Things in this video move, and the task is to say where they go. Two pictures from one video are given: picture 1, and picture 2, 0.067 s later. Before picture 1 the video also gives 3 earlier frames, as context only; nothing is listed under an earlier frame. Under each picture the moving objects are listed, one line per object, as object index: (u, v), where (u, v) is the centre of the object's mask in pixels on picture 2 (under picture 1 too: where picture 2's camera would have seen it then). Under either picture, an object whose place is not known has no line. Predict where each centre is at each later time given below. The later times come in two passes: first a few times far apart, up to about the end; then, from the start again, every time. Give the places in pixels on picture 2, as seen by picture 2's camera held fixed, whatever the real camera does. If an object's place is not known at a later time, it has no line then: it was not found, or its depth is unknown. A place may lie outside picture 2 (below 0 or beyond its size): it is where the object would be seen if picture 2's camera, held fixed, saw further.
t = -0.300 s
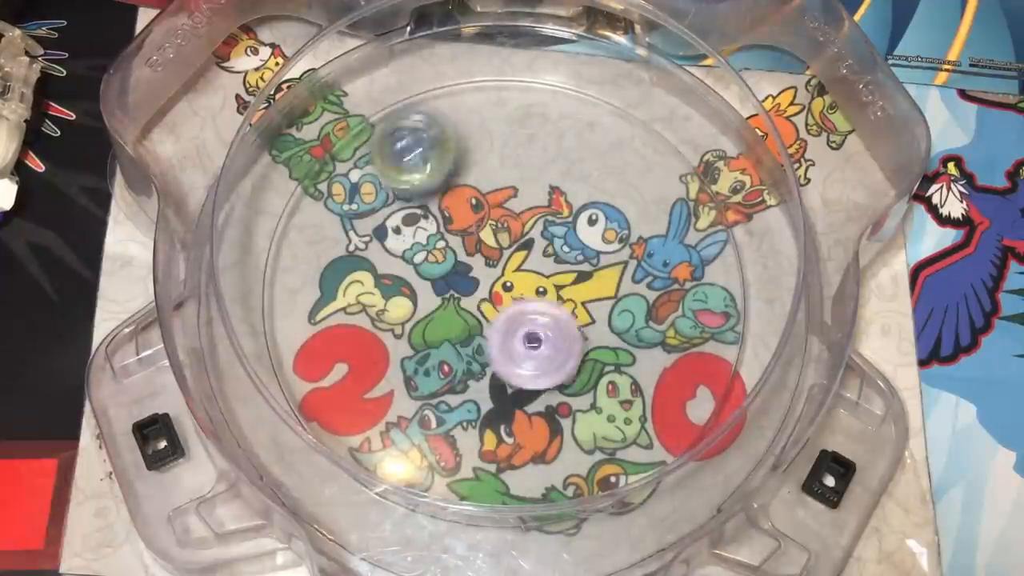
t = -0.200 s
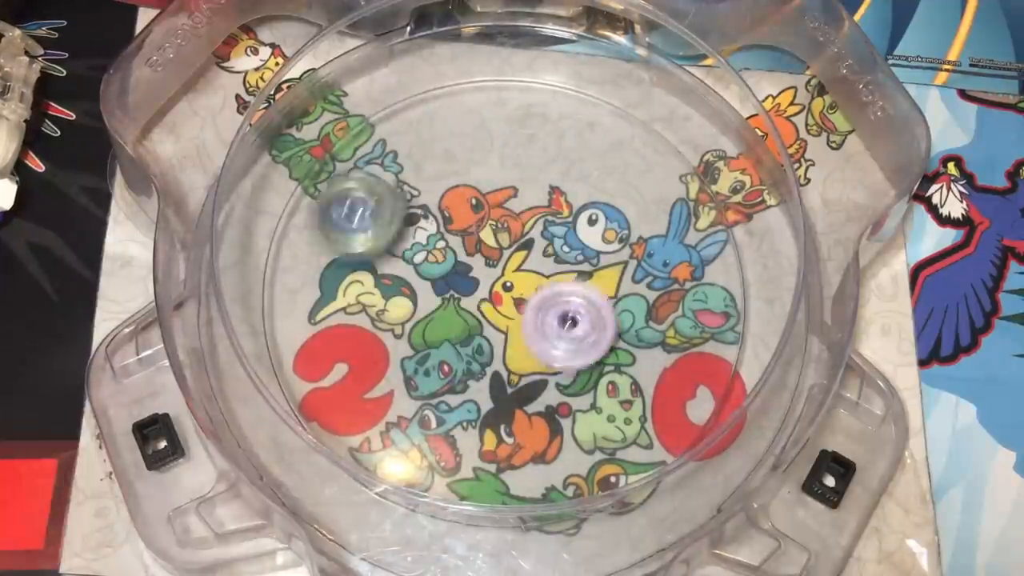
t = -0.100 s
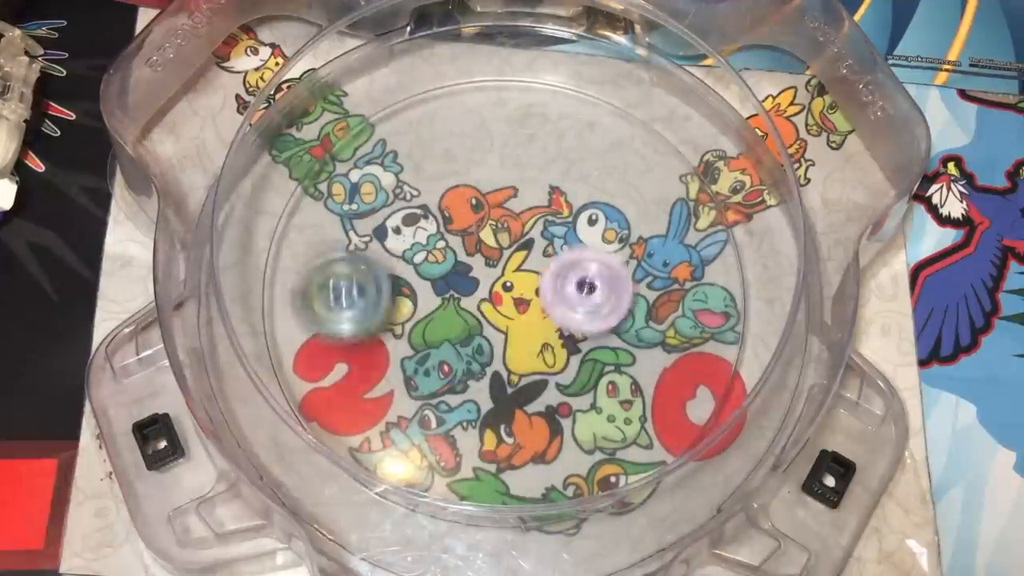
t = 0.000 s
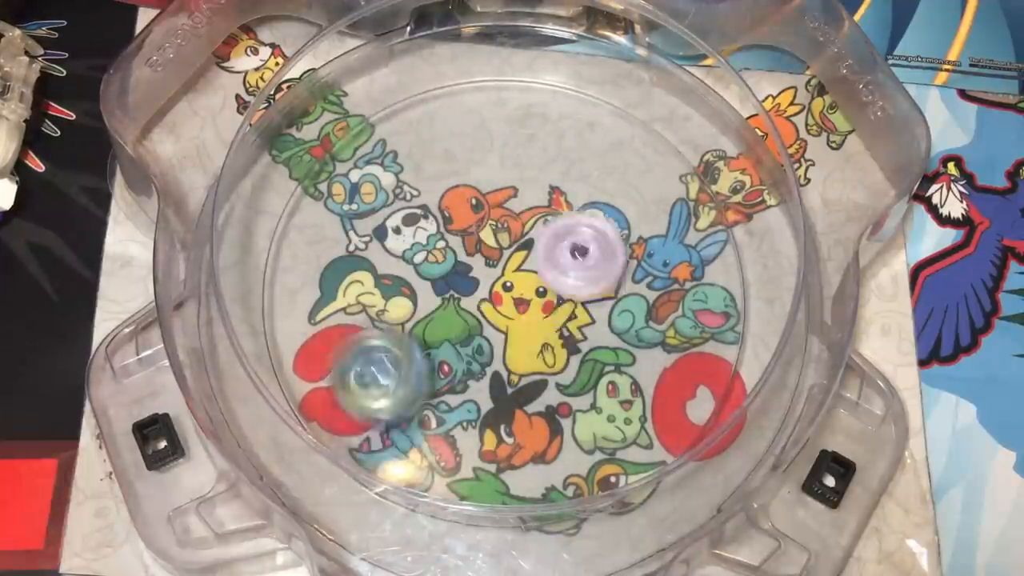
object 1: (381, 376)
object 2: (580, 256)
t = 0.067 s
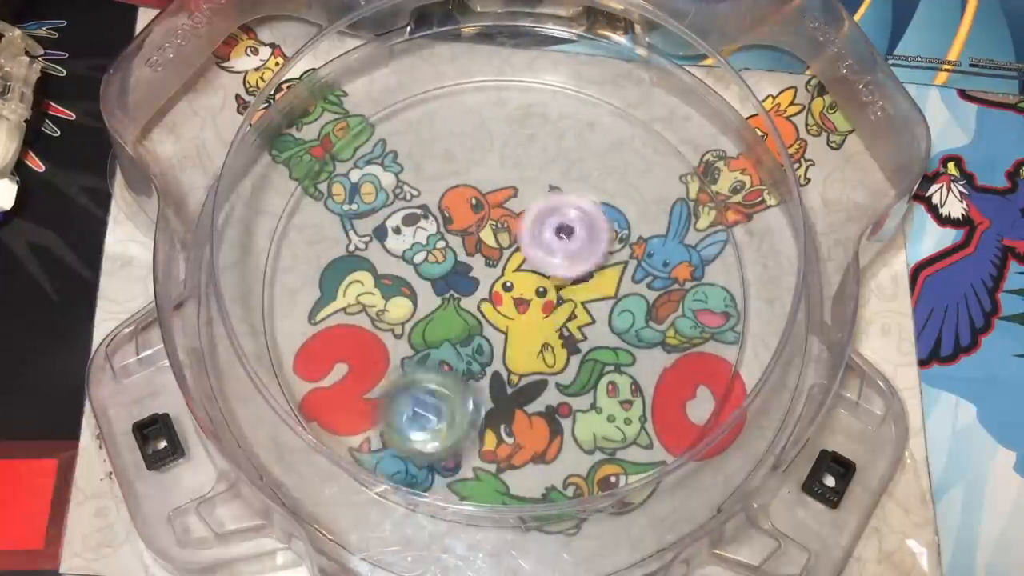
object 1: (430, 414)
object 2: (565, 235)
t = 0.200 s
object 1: (547, 433)
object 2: (516, 218)
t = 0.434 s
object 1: (673, 301)
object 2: (444, 260)
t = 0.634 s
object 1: (604, 165)
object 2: (458, 328)
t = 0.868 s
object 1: (427, 160)
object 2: (546, 336)
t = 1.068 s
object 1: (353, 291)
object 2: (579, 272)
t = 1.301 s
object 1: (485, 420)
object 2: (521, 217)
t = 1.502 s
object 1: (632, 361)
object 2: (458, 241)
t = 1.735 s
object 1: (627, 199)
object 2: (458, 318)
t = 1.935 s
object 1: (496, 148)
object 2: (529, 343)
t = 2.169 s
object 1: (373, 256)
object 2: (579, 287)
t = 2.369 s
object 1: (433, 387)
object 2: (544, 229)
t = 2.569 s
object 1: (583, 397)
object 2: (476, 229)
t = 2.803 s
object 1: (643, 257)
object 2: (446, 294)
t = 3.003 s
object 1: (547, 162)
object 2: (497, 338)
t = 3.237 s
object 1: (402, 211)
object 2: (568, 307)
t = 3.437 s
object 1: (397, 341)
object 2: (563, 248)
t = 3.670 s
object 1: (548, 398)
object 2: (493, 227)
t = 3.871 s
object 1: (635, 302)
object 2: (451, 269)
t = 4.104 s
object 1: (568, 178)
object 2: (482, 331)
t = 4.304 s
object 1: (442, 188)
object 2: (548, 326)
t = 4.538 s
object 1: (398, 320)
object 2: (564, 262)
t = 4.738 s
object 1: (506, 394)
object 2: (518, 226)
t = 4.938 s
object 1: (615, 333)
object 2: (465, 247)
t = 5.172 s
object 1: (591, 204)
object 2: (468, 313)
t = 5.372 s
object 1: (474, 180)
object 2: (525, 331)
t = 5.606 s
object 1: (400, 289)
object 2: (568, 283)
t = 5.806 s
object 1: (478, 378)
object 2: (536, 238)
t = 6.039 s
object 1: (608, 332)
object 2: (471, 247)
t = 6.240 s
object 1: (600, 230)
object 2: (459, 298)
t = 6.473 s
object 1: (481, 189)
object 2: (519, 330)
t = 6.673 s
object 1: (408, 271)
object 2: (563, 294)
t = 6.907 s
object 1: (477, 374)
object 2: (540, 238)
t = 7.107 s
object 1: (584, 345)
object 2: (483, 239)
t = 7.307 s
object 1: (603, 244)
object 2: (460, 286)
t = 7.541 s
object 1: (498, 187)
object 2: (503, 331)
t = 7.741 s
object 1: (418, 253)
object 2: (556, 309)
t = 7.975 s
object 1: (468, 363)
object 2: (548, 249)
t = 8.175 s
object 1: (570, 352)
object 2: (498, 234)
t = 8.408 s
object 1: (595, 244)
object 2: (459, 279)
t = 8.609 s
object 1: (510, 196)
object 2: (490, 322)
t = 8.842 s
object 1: (422, 262)
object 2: (551, 311)
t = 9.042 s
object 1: (457, 349)
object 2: (557, 262)
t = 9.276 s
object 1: (572, 342)
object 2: (504, 236)
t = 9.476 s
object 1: (594, 257)
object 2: (464, 268)
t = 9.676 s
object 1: (520, 201)
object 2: (477, 312)
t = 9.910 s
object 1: (432, 258)
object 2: (535, 318)
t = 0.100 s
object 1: (457, 426)
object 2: (554, 229)
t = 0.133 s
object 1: (484, 434)
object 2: (541, 223)
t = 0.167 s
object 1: (519, 439)
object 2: (530, 220)
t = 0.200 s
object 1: (547, 433)
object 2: (516, 218)
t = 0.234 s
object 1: (577, 426)
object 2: (503, 219)
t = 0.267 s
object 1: (605, 411)
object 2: (491, 221)
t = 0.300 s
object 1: (630, 394)
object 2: (479, 225)
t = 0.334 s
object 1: (646, 374)
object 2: (468, 232)
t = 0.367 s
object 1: (658, 351)
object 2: (459, 240)
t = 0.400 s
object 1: (668, 325)
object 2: (451, 249)
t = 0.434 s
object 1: (673, 301)
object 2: (444, 260)
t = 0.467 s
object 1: (673, 273)
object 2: (441, 271)
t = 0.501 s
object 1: (666, 248)
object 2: (439, 283)
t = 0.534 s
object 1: (656, 223)
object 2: (441, 296)
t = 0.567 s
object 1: (641, 199)
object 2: (445, 308)
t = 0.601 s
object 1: (627, 182)
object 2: (451, 317)
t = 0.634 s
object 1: (604, 165)
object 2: (458, 328)
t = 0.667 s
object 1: (582, 155)
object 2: (469, 336)
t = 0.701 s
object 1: (553, 145)
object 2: (482, 342)
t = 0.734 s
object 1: (529, 140)
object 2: (496, 346)
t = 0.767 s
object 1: (503, 139)
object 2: (509, 346)
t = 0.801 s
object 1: (477, 143)
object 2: (521, 345)
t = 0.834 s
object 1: (450, 150)
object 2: (534, 342)
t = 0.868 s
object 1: (427, 160)
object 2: (546, 336)
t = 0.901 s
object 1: (405, 176)
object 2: (558, 327)
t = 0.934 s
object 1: (388, 195)
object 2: (566, 317)
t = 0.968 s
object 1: (372, 217)
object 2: (572, 307)
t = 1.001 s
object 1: (360, 242)
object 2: (577, 297)
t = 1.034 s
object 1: (353, 267)
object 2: (578, 284)
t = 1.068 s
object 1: (353, 291)
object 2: (579, 272)
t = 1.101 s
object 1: (361, 318)
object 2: (575, 260)
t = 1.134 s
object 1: (371, 344)
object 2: (569, 249)
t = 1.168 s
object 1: (388, 368)
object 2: (564, 240)
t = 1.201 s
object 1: (407, 385)
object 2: (556, 231)
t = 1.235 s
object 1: (431, 400)
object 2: (545, 224)
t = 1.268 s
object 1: (456, 414)
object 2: (534, 219)
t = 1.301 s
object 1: (485, 420)
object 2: (521, 217)
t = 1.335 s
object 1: (514, 421)
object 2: (510, 216)
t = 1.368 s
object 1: (542, 420)
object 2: (497, 216)
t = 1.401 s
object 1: (568, 413)
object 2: (485, 219)
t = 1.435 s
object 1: (594, 402)
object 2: (474, 225)
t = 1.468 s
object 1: (615, 380)
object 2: (466, 232)
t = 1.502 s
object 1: (632, 361)
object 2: (458, 241)
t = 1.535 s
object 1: (644, 340)
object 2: (451, 251)
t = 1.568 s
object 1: (653, 319)
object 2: (447, 261)
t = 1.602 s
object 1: (658, 293)
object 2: (445, 274)
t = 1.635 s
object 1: (658, 269)
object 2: (446, 286)
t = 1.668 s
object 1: (651, 244)
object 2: (448, 297)
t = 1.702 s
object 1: (642, 220)
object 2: (453, 307)
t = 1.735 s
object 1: (627, 199)
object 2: (458, 318)
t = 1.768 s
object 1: (612, 185)
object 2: (468, 328)
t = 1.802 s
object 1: (590, 169)
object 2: (479, 335)
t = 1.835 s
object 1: (571, 160)
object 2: (491, 340)
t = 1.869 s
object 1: (545, 152)
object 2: (502, 343)
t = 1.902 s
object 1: (522, 148)
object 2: (515, 345)
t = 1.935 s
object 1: (496, 148)
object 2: (529, 343)
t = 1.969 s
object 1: (472, 153)
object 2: (541, 339)
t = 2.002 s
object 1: (449, 162)
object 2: (551, 334)
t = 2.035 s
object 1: (427, 177)
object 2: (561, 327)
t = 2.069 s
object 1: (411, 188)
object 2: (569, 318)
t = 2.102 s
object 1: (394, 209)
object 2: (575, 308)
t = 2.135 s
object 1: (382, 234)
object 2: (577, 297)
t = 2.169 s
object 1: (373, 256)
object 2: (579, 287)
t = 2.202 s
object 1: (371, 282)
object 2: (579, 274)
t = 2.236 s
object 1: (375, 306)
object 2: (574, 262)
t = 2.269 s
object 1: (383, 327)
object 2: (569, 253)
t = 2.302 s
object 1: (394, 351)
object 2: (562, 245)
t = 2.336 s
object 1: (410, 370)
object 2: (555, 237)
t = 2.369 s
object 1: (433, 387)
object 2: (544, 229)
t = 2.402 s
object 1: (455, 401)
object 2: (533, 225)
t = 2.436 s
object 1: (478, 409)
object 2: (522, 223)
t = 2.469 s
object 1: (504, 414)
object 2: (511, 221)
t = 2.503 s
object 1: (533, 413)
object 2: (498, 221)
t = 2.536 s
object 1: (557, 408)
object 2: (486, 224)
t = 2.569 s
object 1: (583, 397)
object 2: (476, 229)
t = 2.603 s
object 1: (601, 383)
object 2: (467, 235)
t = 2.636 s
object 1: (620, 365)
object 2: (458, 241)
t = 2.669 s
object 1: (632, 344)
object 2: (451, 252)
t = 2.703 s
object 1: (642, 325)
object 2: (447, 262)
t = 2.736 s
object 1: (646, 303)
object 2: (445, 272)
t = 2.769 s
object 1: (647, 280)
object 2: (444, 282)
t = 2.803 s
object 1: (643, 257)
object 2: (446, 294)
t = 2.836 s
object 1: (633, 235)
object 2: (450, 306)
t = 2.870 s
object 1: (622, 213)
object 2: (458, 315)
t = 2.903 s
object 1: (609, 199)
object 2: (465, 322)
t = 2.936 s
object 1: (590, 184)
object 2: (474, 329)
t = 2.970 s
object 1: (568, 172)
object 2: (485, 335)
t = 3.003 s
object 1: (547, 162)
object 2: (497, 338)
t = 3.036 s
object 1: (524, 160)
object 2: (508, 339)
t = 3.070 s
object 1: (501, 159)
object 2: (521, 339)
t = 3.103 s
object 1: (478, 161)
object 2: (534, 336)
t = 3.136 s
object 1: (456, 167)
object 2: (544, 330)
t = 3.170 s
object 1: (437, 178)
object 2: (553, 325)
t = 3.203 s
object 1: (418, 193)
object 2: (562, 317)
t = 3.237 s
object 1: (402, 211)
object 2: (568, 307)
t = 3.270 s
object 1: (389, 233)
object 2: (572, 297)
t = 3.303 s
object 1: (382, 252)
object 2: (574, 288)
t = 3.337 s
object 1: (379, 277)
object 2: (575, 277)
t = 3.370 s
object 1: (380, 297)
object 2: (573, 266)
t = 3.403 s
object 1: (387, 318)
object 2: (568, 256)
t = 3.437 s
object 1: (397, 341)
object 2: (563, 248)
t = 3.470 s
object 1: (414, 360)
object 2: (558, 239)
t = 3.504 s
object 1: (431, 376)
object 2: (548, 232)
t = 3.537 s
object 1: (452, 389)
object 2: (538, 228)
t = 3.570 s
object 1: (475, 397)
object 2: (528, 225)
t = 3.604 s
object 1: (501, 400)
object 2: (517, 223)
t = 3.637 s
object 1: (524, 401)
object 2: (505, 224)
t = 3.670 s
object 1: (548, 398)
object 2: (493, 227)
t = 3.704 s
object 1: (572, 388)
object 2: (484, 230)
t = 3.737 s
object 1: (593, 375)
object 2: (475, 235)
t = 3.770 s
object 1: (608, 360)
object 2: (466, 242)
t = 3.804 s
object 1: (623, 340)
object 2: (460, 252)
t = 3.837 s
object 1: (631, 323)
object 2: (455, 260)
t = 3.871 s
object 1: (635, 302)
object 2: (451, 269)
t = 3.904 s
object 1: (638, 281)
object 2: (450, 280)
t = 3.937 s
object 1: (635, 259)
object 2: (452, 291)
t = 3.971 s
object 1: (629, 239)
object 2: (454, 300)
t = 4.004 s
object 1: (618, 218)
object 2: (458, 310)
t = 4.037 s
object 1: (606, 202)
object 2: (466, 319)
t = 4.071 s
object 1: (589, 188)
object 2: (474, 326)
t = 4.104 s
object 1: (568, 178)
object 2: (482, 331)
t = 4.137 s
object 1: (549, 173)
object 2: (494, 336)
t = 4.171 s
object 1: (527, 170)
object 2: (506, 338)
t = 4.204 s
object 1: (504, 171)
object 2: (516, 338)
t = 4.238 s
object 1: (481, 172)
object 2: (528, 336)
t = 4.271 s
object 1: (460, 178)
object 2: (539, 332)
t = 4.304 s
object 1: (442, 188)
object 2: (548, 326)
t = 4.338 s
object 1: (425, 203)
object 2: (555, 320)
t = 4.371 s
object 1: (413, 217)
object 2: (563, 311)
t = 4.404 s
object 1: (402, 238)
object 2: (567, 300)
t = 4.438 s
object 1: (394, 259)
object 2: (569, 292)
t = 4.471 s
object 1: (392, 282)
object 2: (570, 282)
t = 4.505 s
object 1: (393, 302)
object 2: (568, 272)
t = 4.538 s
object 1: (398, 320)
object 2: (564, 262)
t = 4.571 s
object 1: (410, 345)
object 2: (560, 254)
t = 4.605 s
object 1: (425, 360)
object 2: (555, 246)
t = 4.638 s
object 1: (442, 372)
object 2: (546, 238)
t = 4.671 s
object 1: (459, 383)
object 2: (538, 233)
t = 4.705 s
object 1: (483, 392)
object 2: (529, 228)
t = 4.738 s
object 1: (506, 394)
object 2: (518, 226)
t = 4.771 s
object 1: (527, 394)
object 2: (506, 227)
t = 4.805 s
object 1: (552, 388)
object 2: (498, 228)
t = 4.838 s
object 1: (571, 379)
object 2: (488, 230)
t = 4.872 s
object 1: (586, 366)
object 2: (478, 234)
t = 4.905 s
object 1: (604, 351)
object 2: (472, 241)
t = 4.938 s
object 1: (615, 333)
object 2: (465, 247)
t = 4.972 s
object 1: (621, 315)
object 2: (459, 256)
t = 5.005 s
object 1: (625, 295)
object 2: (455, 267)
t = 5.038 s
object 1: (625, 275)
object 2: (454, 275)
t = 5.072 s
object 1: (621, 255)
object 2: (454, 284)
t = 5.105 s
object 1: (613, 234)
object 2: (457, 295)
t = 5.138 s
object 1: (604, 218)
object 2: (462, 303)
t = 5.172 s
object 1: (591, 204)
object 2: (468, 313)
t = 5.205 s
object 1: (572, 191)
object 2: (475, 320)
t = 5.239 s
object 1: (555, 183)
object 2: (485, 326)
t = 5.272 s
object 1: (536, 177)
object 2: (493, 329)
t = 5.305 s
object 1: (515, 177)
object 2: (505, 333)
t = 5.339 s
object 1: (496, 177)
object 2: (516, 333)
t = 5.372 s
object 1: (474, 180)
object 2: (525, 331)
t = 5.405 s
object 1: (456, 187)
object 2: (536, 329)
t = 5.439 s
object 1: (439, 198)
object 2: (547, 324)
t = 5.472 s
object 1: (423, 216)
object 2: (553, 317)
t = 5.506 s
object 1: (412, 234)
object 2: (560, 310)
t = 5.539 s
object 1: (403, 248)
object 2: (565, 300)
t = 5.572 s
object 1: (401, 271)
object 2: (567, 291)
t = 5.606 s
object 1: (400, 289)
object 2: (568, 283)
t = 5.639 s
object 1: (405, 308)
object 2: (567, 273)
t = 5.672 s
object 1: (413, 327)
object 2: (563, 264)
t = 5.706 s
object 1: (426, 347)
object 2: (558, 256)
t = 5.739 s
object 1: (442, 356)
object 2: (553, 247)
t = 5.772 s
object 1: (458, 373)
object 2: (544, 242)
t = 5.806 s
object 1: (478, 378)
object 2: (536, 238)
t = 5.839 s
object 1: (501, 382)
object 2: (527, 233)
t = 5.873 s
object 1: (521, 381)
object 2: (515, 232)
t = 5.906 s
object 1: (541, 381)
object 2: (505, 232)
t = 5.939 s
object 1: (562, 373)
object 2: (496, 233)
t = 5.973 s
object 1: (580, 364)
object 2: (486, 236)
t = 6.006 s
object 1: (596, 351)
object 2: (478, 242)
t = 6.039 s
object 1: (608, 332)
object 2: (471, 247)
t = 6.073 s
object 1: (615, 319)
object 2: (464, 255)
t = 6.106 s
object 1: (620, 299)
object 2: (459, 263)
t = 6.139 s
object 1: (619, 283)
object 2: (457, 271)
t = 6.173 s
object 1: (618, 261)
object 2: (455, 280)
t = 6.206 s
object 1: (611, 242)
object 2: (457, 290)
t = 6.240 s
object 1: (600, 230)
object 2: (459, 298)
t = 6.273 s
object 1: (587, 215)
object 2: (464, 308)
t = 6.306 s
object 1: (572, 200)
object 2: (471, 316)
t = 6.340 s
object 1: (554, 193)
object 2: (478, 320)
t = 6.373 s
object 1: (538, 189)
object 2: (488, 326)
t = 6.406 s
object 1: (517, 187)
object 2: (499, 330)
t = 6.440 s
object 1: (500, 185)
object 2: (508, 330)
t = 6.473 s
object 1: (481, 189)
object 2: (519, 330)
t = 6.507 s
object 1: (462, 195)
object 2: (530, 327)
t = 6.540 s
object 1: (446, 204)
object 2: (538, 323)
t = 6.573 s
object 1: (429, 219)
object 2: (547, 318)
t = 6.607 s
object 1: (417, 236)
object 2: (554, 310)
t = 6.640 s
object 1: (411, 250)
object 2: (558, 303)
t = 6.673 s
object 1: (408, 271)
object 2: (563, 294)
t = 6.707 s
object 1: (406, 288)
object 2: (565, 284)
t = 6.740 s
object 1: (409, 305)
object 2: (564, 276)
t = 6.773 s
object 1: (416, 324)
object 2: (563, 266)
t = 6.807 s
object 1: (428, 340)
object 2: (559, 257)
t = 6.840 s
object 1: (442, 354)
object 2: (553, 251)
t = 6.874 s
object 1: (458, 367)
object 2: (548, 243)
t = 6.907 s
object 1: (477, 374)
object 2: (540, 238)
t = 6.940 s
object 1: (498, 378)
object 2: (531, 235)
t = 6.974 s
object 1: (517, 377)
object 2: (521, 232)
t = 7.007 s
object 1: (536, 375)
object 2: (511, 231)
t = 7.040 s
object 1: (554, 368)
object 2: (502, 233)
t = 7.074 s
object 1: (573, 358)
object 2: (493, 235)
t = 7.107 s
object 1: (584, 345)
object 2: (483, 239)
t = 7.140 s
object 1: (597, 333)
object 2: (477, 244)
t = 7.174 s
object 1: (606, 315)
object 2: (469, 250)
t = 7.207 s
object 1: (610, 299)
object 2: (465, 259)
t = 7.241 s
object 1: (611, 280)
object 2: (461, 267)
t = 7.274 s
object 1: (608, 263)
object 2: (459, 276)
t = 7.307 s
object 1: (603, 244)
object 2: (460, 286)
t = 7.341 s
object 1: (594, 228)
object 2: (461, 294)
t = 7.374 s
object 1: (583, 217)
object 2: (465, 304)
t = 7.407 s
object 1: (568, 205)
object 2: (472, 311)
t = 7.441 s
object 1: (554, 195)
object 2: (477, 318)
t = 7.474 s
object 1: (537, 190)
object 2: (485, 324)
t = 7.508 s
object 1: (517, 187)
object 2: (495, 327)
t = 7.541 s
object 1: (498, 187)
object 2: (503, 331)
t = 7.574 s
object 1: (480, 192)
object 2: (515, 331)
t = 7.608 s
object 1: (462, 199)
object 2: (524, 328)
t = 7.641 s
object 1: (448, 210)
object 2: (533, 327)
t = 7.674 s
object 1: (436, 223)
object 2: (543, 322)
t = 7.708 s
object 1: (425, 238)
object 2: (549, 315)
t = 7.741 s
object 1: (418, 253)
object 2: (556, 309)
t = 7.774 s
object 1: (415, 272)
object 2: (560, 299)
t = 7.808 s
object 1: (416, 289)
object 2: (561, 291)
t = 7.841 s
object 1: (418, 307)
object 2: (563, 282)
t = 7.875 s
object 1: (427, 324)
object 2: (561, 273)
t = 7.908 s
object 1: (437, 338)
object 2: (559, 264)
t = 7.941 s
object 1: (449, 350)
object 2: (555, 256)
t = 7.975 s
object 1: (468, 363)
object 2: (548, 249)
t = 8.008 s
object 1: (484, 368)
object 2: (543, 243)
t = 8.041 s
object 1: (504, 374)
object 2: (534, 238)
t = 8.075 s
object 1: (523, 371)
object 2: (525, 237)
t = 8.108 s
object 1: (540, 368)
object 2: (516, 232)
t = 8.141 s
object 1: (557, 363)
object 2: (506, 232)
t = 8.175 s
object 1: (570, 352)
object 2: (498, 234)
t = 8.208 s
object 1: (586, 342)
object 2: (488, 237)
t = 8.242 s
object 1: (596, 325)
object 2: (480, 242)
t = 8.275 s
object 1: (601, 310)
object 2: (474, 247)
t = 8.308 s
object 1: (606, 295)
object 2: (467, 253)
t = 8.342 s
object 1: (605, 278)
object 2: (464, 262)
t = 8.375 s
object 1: (603, 261)
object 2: (461, 270)
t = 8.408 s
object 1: (595, 244)
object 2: (459, 279)
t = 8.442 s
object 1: (586, 231)
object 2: (461, 286)
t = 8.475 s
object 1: (572, 219)
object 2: (463, 295)
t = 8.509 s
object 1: (560, 209)
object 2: (468, 304)
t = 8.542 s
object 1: (544, 200)
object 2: (474, 310)
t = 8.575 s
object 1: (527, 196)
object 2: (481, 318)
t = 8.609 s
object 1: (510, 196)
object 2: (490, 322)
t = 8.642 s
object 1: (495, 196)
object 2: (497, 325)
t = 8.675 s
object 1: (476, 199)
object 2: (508, 327)
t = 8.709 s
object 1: (460, 207)
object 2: (517, 326)
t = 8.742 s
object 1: (447, 218)
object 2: (527, 325)
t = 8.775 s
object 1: (436, 232)
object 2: (537, 322)
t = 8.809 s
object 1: (427, 247)
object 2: (543, 318)
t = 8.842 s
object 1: (422, 262)
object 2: (551, 311)
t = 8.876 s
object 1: (418, 277)
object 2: (556, 303)
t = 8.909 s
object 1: (421, 295)
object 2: (560, 297)
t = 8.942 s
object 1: (425, 310)
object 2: (562, 288)
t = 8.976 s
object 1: (433, 326)
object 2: (561, 280)
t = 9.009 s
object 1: (444, 339)
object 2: (561, 270)
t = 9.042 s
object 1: (457, 349)
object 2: (557, 262)
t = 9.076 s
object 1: (472, 356)
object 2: (553, 256)
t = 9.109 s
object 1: (492, 364)
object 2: (546, 248)
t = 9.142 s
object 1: (510, 365)
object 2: (540, 245)
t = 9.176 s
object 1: (528, 364)
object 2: (531, 240)
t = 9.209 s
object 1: (543, 360)
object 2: (521, 237)
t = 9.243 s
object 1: (558, 352)
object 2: (514, 236)
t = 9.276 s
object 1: (572, 342)
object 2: (504, 236)
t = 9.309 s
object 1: (582, 331)
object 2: (495, 239)
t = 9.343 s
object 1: (595, 317)
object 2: (487, 242)
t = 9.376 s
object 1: (598, 302)
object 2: (479, 247)
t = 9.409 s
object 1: (600, 288)
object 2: (474, 252)
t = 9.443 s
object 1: (600, 270)
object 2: (468, 259)
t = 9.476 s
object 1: (594, 257)
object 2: (464, 268)
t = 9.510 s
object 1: (588, 241)
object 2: (462, 274)
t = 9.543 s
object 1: (581, 229)
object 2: (462, 282)
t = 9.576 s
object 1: (566, 217)
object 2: (464, 289)
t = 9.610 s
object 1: (553, 210)
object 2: (466, 298)
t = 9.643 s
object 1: (539, 204)
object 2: (472, 307)
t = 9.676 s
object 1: (520, 201)
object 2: (477, 312)
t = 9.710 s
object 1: (505, 201)
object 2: (484, 318)
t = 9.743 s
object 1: (488, 204)
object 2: (492, 321)
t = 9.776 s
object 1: (473, 208)
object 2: (500, 324)
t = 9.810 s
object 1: (457, 218)
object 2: (511, 325)
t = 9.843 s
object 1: (448, 231)
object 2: (519, 325)
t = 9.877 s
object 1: (437, 244)
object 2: (529, 322)
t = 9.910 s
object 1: (432, 258)
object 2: (535, 318)
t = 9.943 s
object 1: (428, 273)
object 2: (544, 312)
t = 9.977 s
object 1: (428, 289)
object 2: (550, 305)
